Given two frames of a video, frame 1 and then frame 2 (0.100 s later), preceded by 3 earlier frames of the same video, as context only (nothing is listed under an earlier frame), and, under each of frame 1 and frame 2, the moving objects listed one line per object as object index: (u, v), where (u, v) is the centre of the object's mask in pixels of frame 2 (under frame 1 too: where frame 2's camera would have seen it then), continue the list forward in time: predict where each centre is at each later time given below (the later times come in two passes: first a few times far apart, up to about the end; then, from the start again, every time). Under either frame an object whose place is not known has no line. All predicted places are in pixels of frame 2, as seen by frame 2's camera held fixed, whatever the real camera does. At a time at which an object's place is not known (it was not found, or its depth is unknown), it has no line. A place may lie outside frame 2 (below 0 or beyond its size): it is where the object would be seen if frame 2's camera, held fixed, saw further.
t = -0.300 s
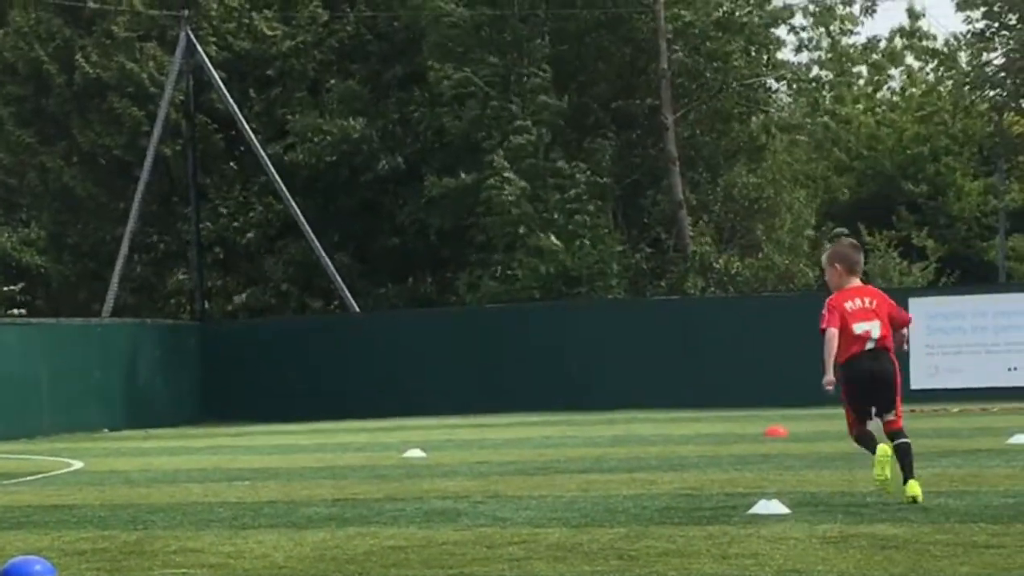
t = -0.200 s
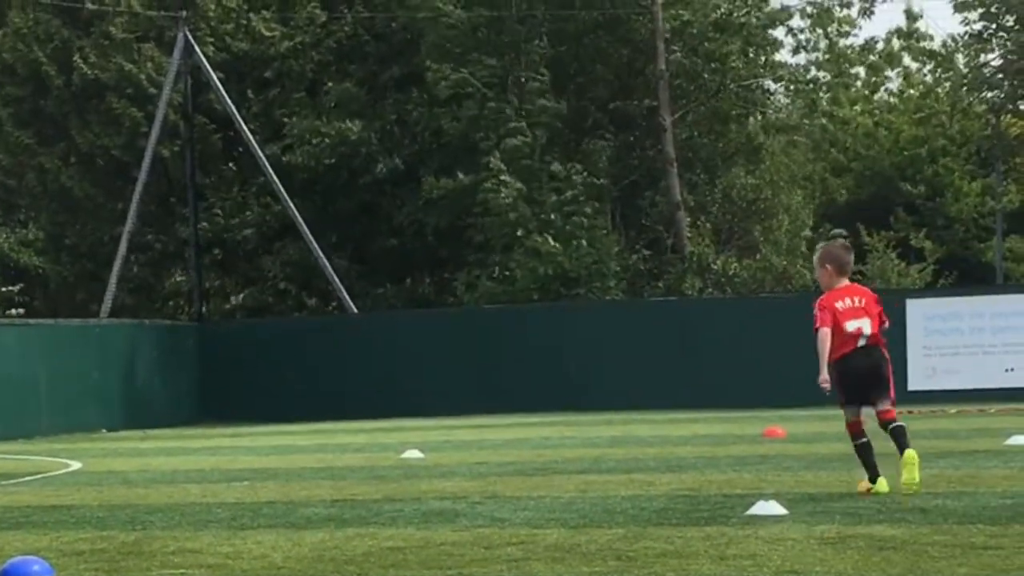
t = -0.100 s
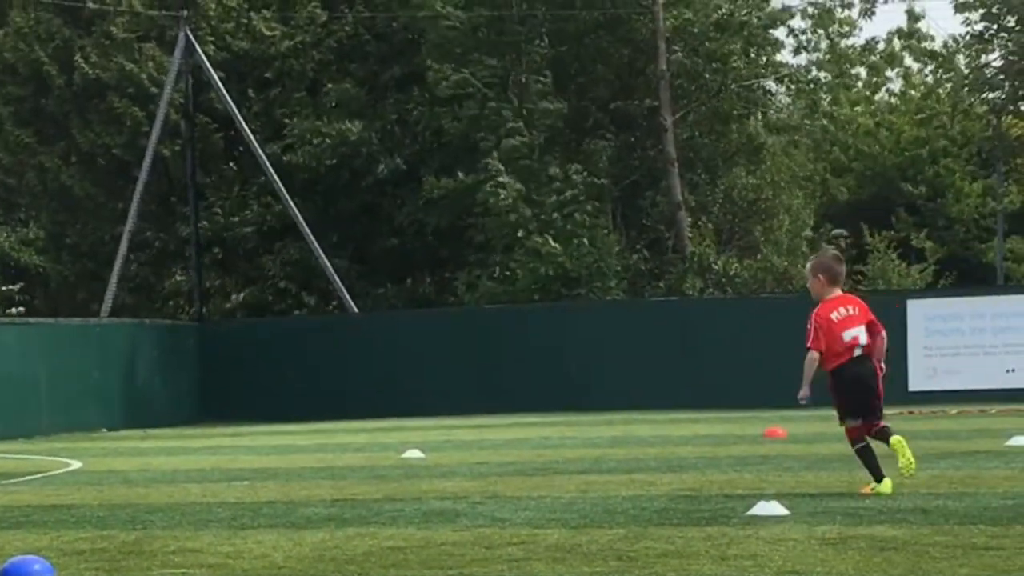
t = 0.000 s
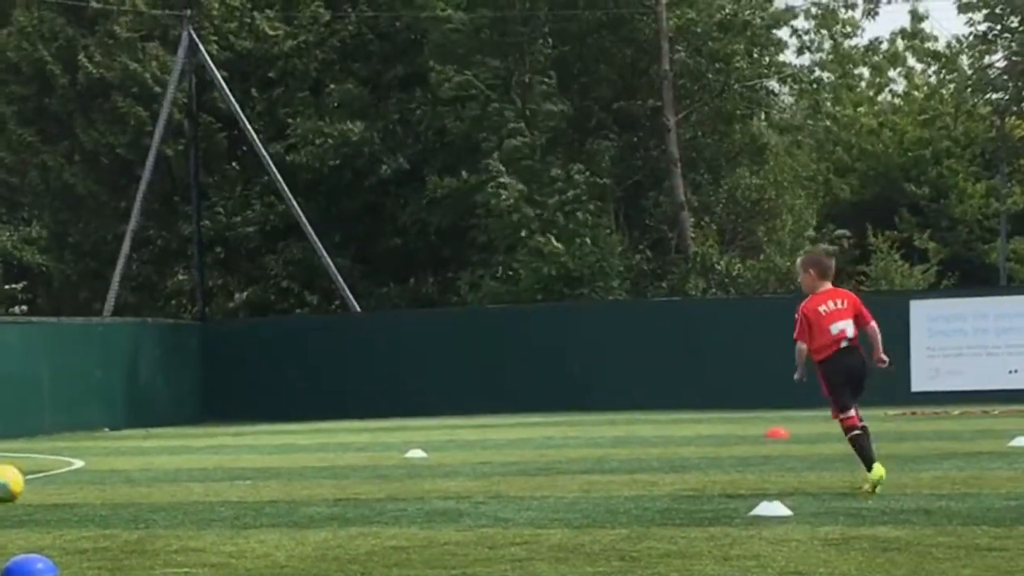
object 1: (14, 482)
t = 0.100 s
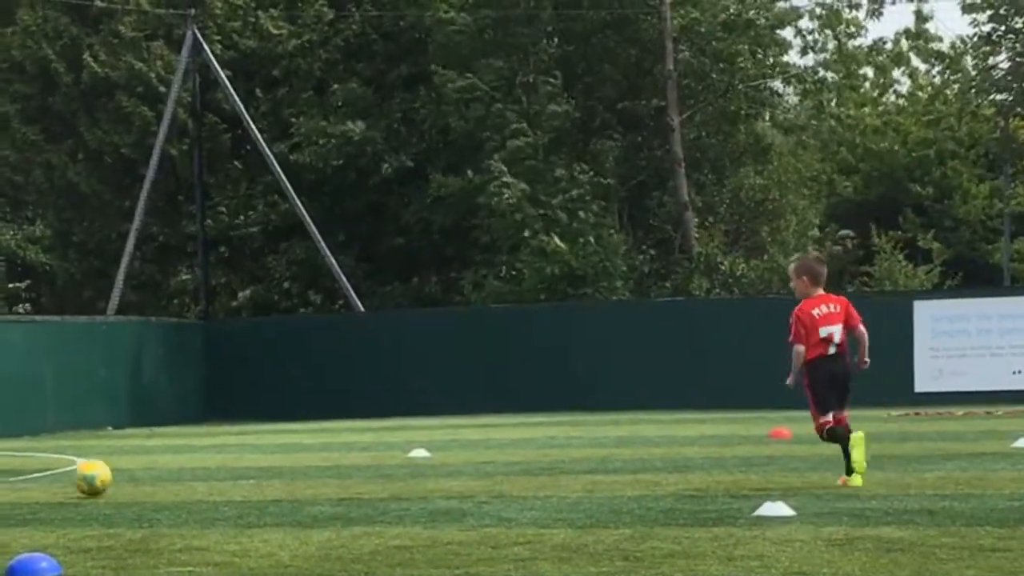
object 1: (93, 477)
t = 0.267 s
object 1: (228, 468)
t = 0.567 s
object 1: (454, 466)
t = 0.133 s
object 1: (121, 476)
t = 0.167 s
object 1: (149, 477)
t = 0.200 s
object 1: (175, 477)
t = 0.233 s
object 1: (201, 472)
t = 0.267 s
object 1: (228, 468)
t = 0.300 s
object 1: (254, 467)
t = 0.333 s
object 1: (281, 468)
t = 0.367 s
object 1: (306, 471)
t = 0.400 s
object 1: (331, 471)
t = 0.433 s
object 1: (356, 468)
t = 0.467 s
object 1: (381, 467)
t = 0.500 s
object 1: (406, 467)
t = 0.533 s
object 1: (430, 467)
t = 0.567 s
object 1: (454, 466)
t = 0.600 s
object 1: (479, 465)
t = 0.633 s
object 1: (502, 465)
